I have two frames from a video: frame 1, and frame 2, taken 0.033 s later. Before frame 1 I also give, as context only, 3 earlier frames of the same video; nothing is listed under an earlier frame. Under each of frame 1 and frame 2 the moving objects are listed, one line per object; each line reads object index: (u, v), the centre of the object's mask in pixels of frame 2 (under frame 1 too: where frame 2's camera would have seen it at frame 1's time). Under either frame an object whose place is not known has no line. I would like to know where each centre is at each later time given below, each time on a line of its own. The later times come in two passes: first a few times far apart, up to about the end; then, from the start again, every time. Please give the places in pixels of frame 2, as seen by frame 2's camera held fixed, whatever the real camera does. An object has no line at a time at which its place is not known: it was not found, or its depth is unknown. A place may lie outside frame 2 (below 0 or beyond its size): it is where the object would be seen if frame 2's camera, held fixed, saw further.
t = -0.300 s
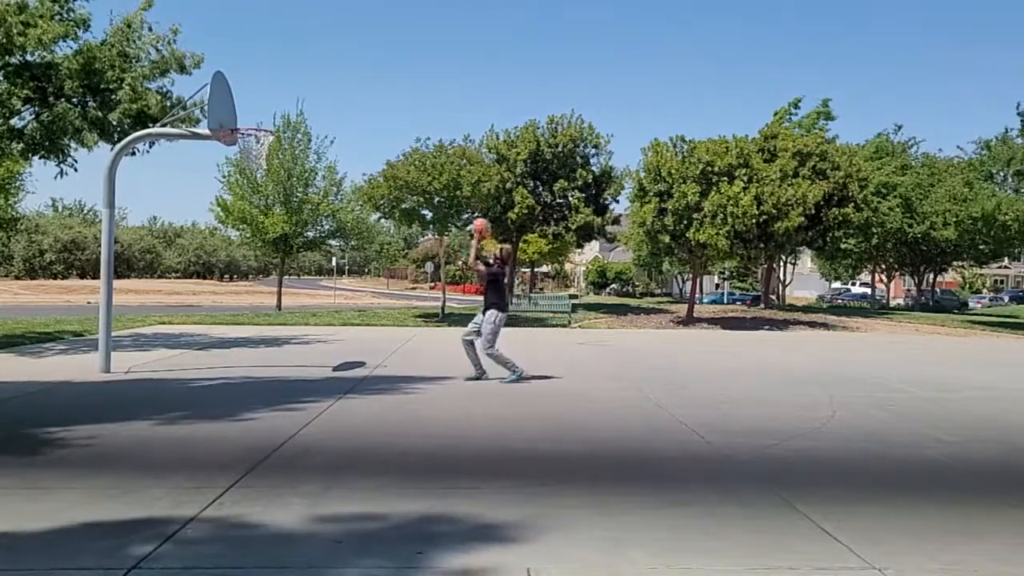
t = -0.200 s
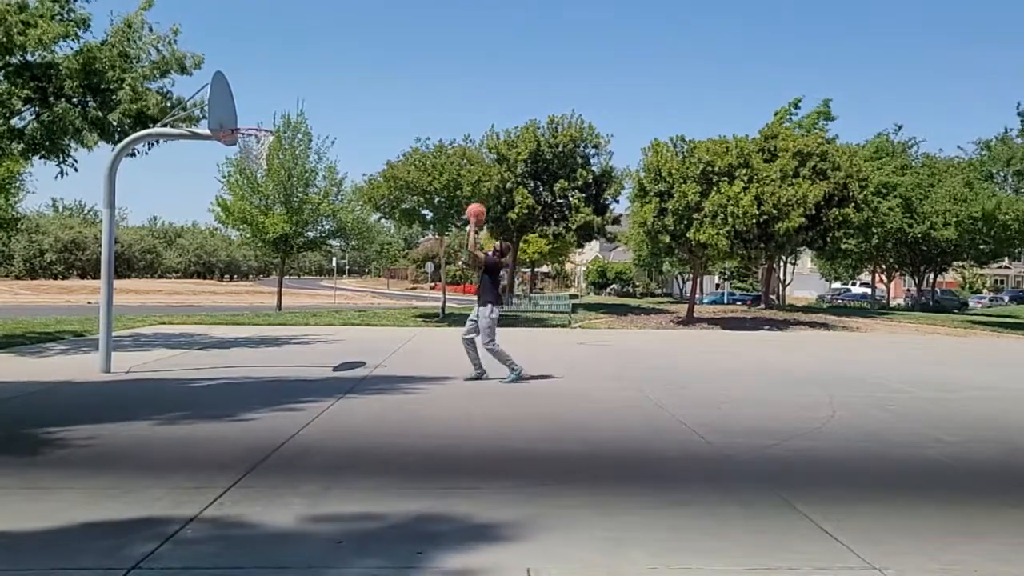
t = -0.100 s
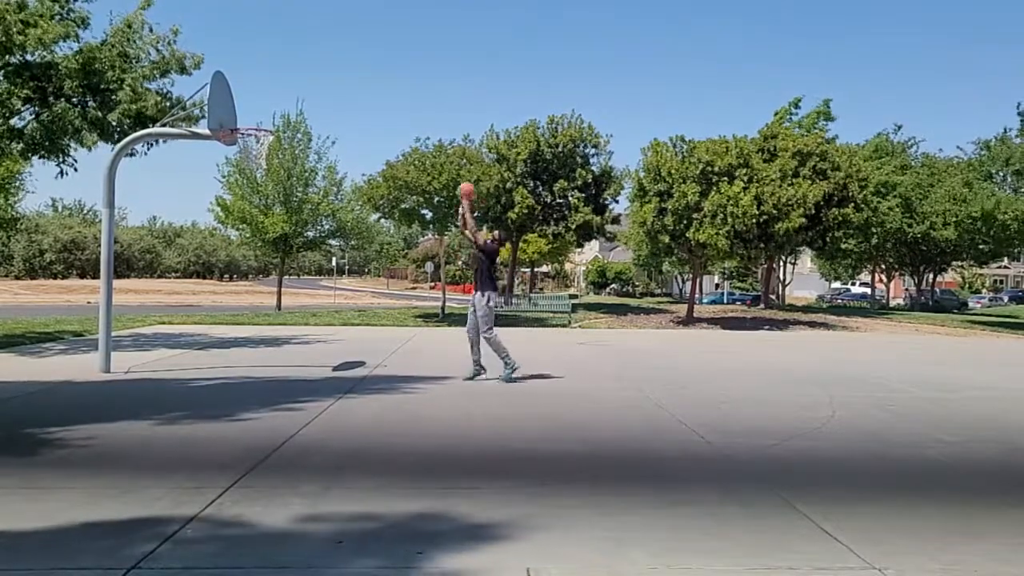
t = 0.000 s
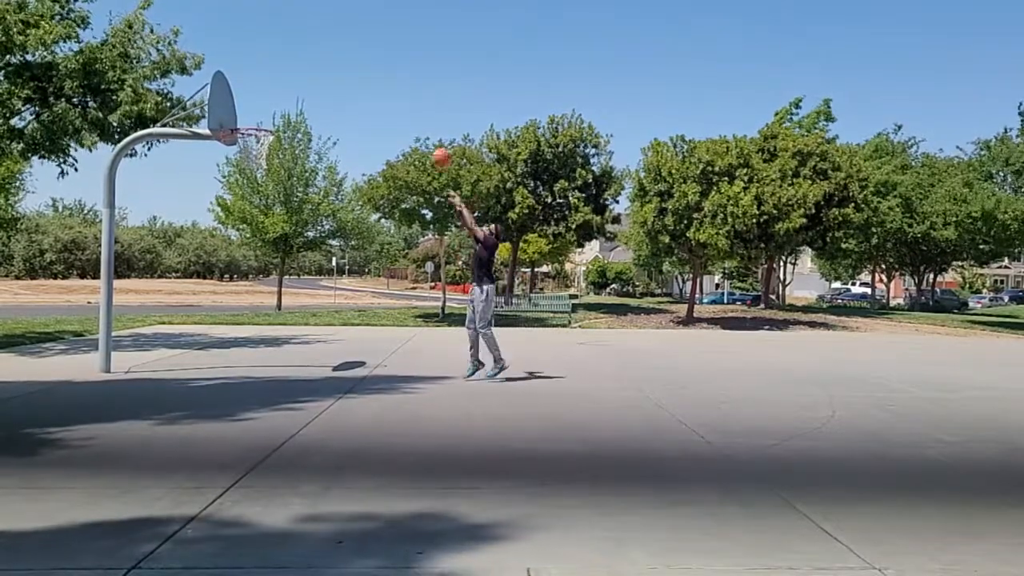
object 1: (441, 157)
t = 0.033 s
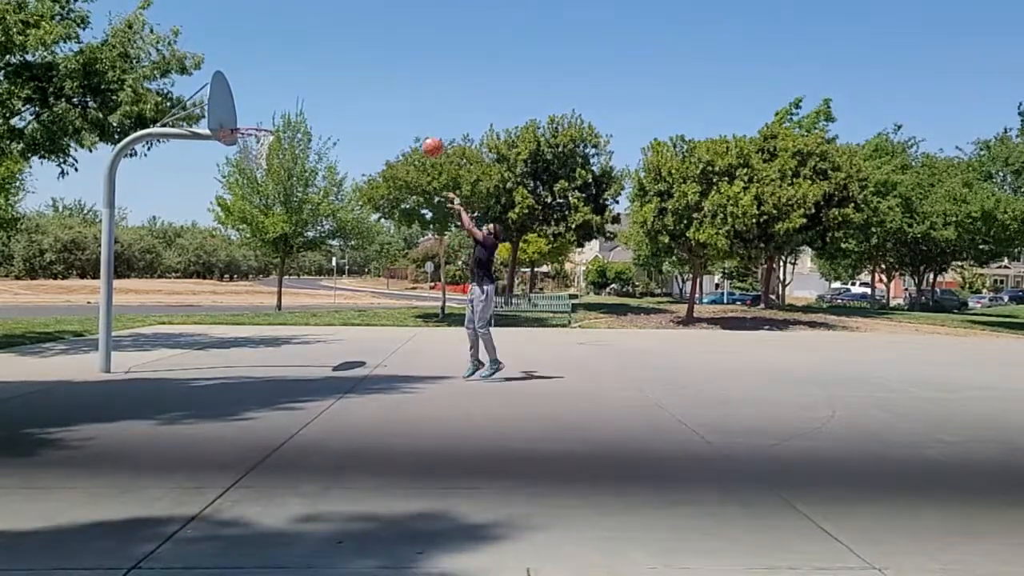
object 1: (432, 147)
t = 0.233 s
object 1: (378, 106)
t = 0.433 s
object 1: (324, 97)
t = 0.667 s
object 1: (265, 121)
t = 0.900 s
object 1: (262, 116)
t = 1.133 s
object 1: (295, 128)
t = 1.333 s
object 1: (324, 174)
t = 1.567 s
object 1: (356, 271)
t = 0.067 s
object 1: (423, 138)
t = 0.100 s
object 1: (415, 130)
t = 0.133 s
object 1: (405, 123)
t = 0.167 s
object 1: (396, 116)
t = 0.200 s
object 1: (387, 111)
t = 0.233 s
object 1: (378, 106)
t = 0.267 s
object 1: (369, 103)
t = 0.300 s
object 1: (360, 99)
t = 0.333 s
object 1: (351, 98)
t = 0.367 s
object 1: (342, 97)
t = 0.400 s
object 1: (333, 97)
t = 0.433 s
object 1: (324, 97)
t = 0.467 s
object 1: (316, 99)
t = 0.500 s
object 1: (307, 101)
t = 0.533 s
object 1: (299, 105)
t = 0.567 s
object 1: (290, 109)
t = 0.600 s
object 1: (282, 114)
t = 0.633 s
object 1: (272, 119)
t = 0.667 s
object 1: (265, 121)
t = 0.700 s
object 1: (258, 122)
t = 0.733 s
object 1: (250, 125)
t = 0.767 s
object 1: (243, 124)
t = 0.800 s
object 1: (248, 121)
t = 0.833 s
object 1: (252, 120)
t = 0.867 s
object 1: (257, 117)
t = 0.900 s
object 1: (262, 116)
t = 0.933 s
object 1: (267, 114)
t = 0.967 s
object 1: (271, 114)
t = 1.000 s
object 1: (276, 115)
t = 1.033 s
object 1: (281, 117)
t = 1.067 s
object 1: (285, 120)
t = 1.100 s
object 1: (291, 124)
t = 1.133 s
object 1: (295, 128)
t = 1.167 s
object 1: (298, 131)
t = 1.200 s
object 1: (305, 139)
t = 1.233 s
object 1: (310, 147)
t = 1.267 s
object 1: (315, 155)
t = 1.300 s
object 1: (319, 163)
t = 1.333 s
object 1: (324, 174)
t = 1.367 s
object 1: (328, 185)
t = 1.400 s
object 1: (331, 196)
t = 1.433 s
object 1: (337, 210)
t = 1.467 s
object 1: (342, 226)
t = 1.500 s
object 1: (348, 239)
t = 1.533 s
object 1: (352, 254)
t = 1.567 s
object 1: (356, 271)
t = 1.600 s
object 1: (361, 289)
